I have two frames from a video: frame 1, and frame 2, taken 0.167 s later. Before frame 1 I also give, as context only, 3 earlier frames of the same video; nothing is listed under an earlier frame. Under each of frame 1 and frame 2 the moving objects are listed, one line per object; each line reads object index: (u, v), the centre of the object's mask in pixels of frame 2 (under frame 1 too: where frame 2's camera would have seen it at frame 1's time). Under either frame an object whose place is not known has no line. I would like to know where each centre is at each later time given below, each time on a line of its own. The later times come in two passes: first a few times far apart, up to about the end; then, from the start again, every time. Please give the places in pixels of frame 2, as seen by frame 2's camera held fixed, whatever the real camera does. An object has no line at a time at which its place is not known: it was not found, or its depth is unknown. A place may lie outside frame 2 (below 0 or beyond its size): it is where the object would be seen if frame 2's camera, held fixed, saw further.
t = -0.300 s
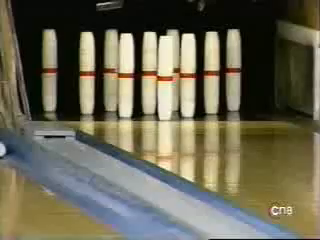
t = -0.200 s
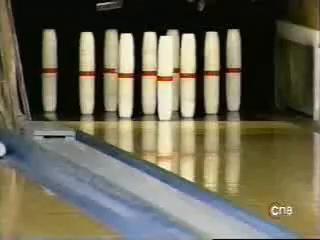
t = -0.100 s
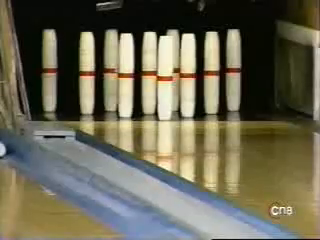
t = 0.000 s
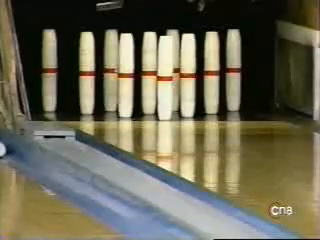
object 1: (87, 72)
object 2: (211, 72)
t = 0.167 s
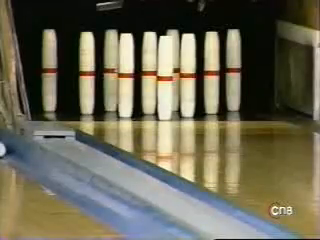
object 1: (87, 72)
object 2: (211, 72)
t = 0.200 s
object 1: (87, 72)
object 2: (211, 72)
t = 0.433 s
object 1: (87, 72)
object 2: (211, 64)
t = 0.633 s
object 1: (70, 72)
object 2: (214, 29)
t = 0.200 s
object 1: (87, 72)
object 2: (211, 72)
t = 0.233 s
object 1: (87, 72)
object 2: (211, 72)
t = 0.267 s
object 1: (87, 72)
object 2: (211, 72)
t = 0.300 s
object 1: (87, 72)
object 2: (211, 72)
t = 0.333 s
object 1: (87, 72)
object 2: (211, 72)
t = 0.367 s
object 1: (87, 72)
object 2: (211, 72)
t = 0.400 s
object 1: (87, 72)
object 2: (211, 70)
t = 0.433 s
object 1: (87, 72)
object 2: (211, 64)
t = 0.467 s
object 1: (87, 72)
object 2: (212, 66)
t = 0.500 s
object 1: (87, 72)
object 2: (212, 65)
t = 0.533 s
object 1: (86, 72)
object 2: (216, 73)
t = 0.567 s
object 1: (86, 72)
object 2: (215, 49)
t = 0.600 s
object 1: (82, 74)
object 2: (214, 39)
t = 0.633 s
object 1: (70, 72)
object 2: (214, 29)
